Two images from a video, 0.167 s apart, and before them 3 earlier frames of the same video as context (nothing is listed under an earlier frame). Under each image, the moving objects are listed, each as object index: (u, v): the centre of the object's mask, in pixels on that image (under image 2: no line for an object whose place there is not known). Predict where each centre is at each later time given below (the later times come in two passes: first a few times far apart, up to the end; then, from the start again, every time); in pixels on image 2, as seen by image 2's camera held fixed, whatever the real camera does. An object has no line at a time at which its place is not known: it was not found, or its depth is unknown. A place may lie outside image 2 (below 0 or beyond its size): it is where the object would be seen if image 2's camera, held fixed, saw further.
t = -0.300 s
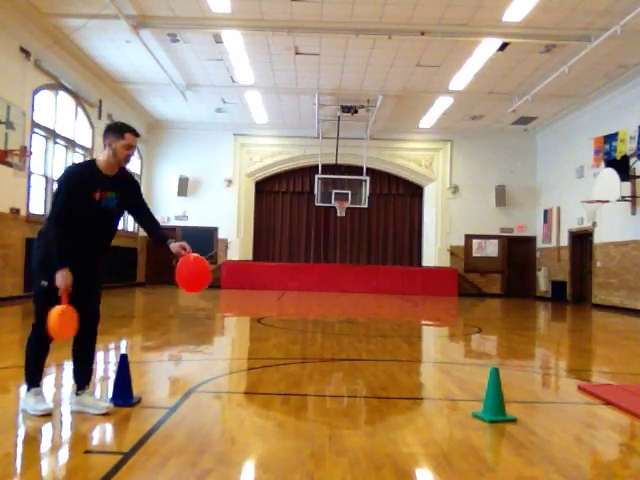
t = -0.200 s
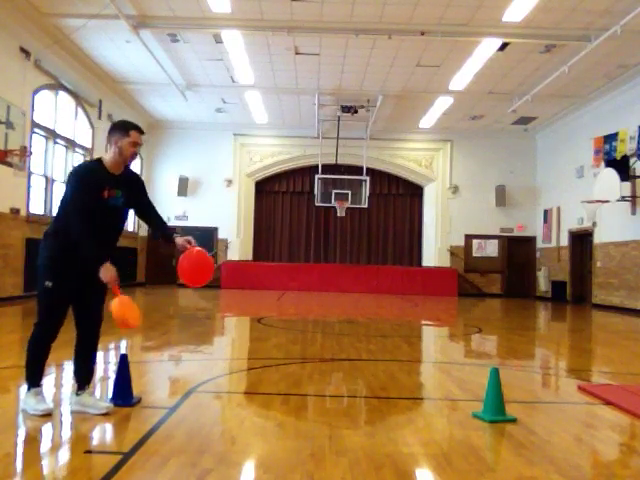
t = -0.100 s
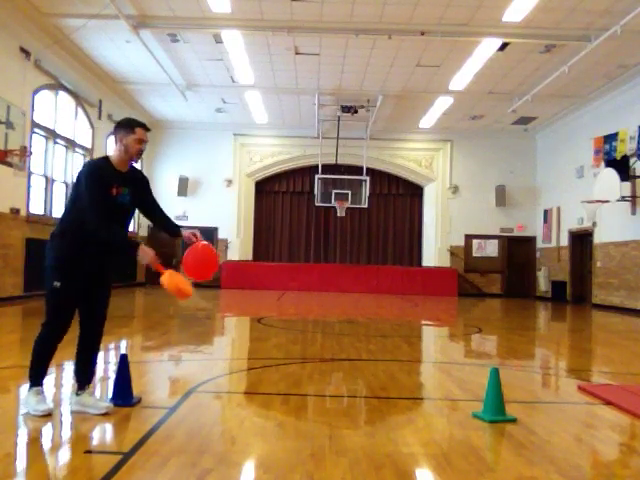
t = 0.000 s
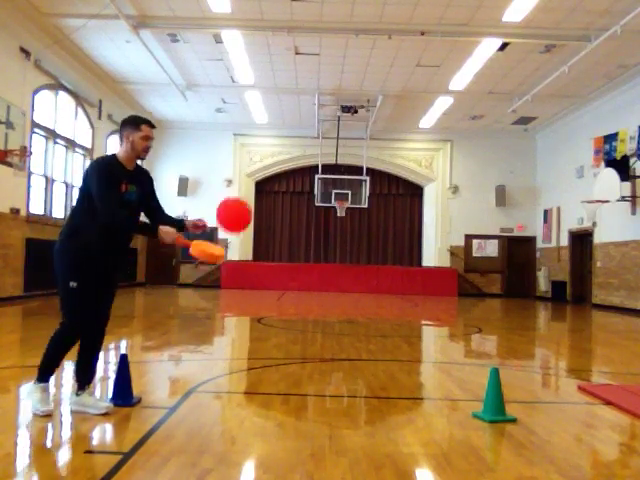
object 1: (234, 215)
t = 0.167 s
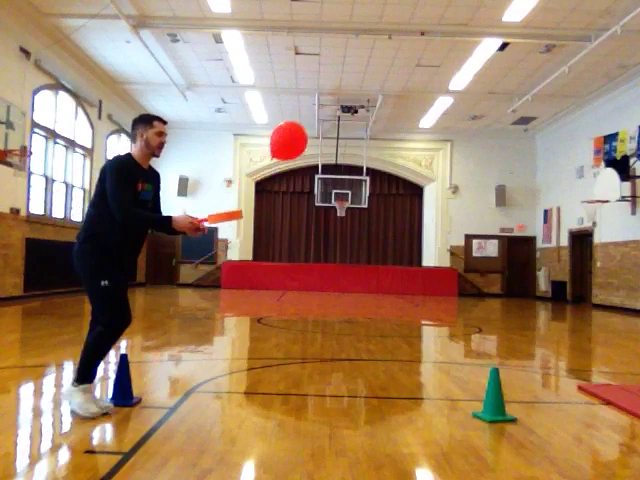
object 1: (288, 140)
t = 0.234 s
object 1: (301, 126)
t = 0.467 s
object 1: (324, 96)
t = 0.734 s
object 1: (346, 76)
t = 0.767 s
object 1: (348, 75)
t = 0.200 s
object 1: (294, 133)
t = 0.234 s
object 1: (301, 126)
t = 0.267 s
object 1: (305, 121)
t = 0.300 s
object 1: (310, 116)
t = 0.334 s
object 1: (313, 111)
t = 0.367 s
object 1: (317, 107)
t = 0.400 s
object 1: (319, 104)
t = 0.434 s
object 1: (322, 100)
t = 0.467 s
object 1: (324, 96)
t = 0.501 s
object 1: (327, 92)
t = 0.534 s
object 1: (330, 89)
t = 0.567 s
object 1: (332, 86)
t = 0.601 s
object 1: (335, 83)
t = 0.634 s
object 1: (338, 81)
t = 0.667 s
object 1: (341, 79)
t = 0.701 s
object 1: (343, 77)
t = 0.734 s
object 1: (346, 76)
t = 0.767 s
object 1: (348, 75)
